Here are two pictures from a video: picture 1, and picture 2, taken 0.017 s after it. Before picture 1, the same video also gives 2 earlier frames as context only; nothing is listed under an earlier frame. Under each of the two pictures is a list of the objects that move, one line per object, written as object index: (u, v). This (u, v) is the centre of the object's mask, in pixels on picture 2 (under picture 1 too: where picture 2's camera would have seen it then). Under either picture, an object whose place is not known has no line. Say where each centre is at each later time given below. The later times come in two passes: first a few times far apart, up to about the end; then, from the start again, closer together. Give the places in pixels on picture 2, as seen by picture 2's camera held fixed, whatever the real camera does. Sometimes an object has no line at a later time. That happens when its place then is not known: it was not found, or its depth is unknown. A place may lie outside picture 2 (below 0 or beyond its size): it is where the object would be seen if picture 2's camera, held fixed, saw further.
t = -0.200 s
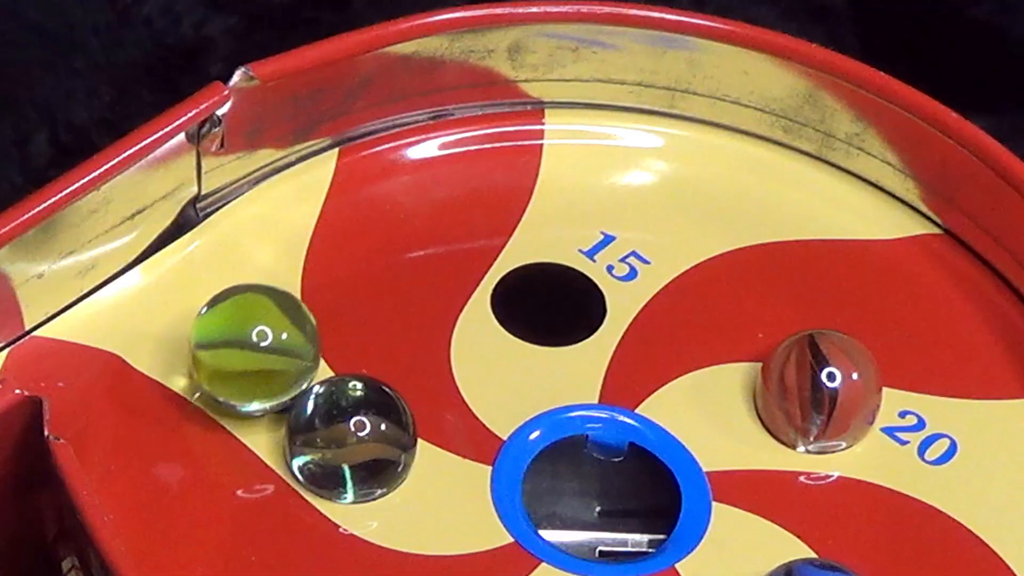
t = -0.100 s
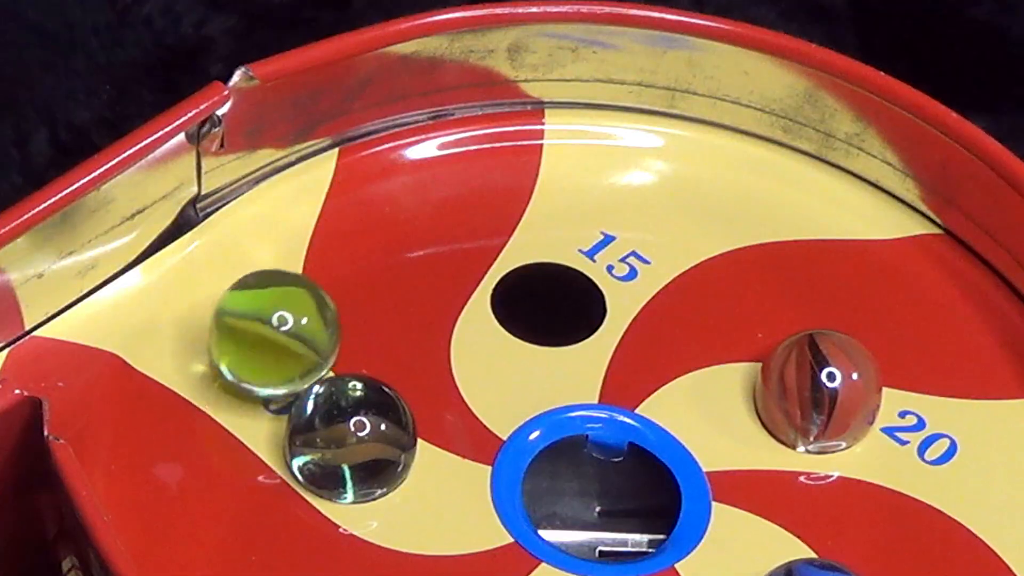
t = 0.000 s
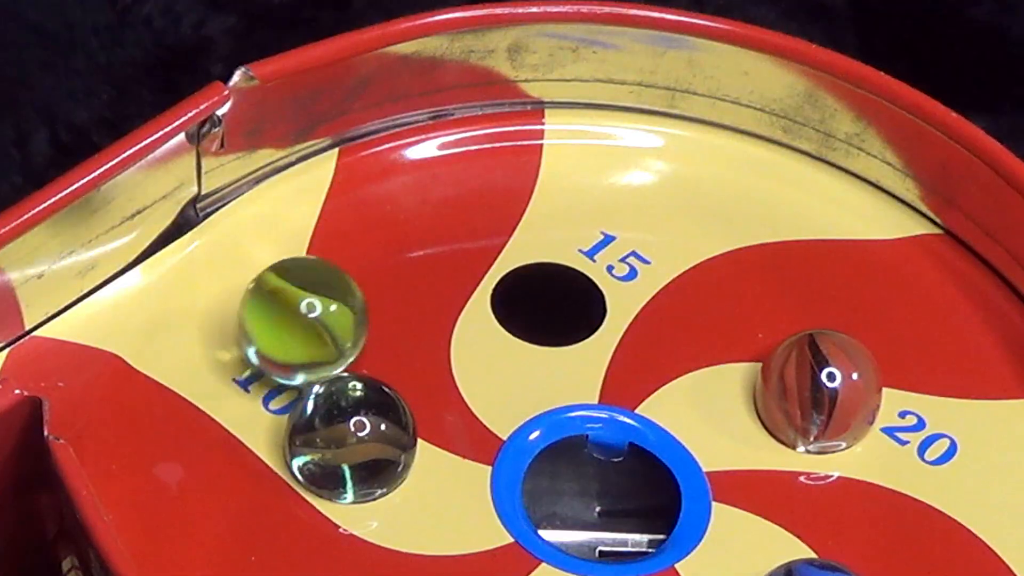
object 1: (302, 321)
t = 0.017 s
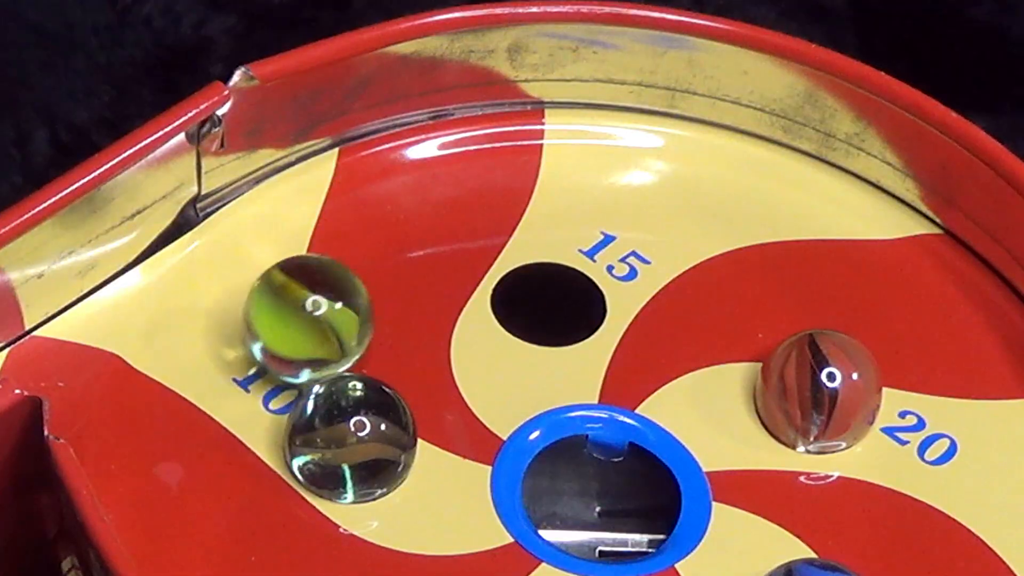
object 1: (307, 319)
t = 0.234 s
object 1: (388, 289)
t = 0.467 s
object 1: (440, 263)
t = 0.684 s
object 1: (464, 235)
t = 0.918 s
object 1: (462, 242)
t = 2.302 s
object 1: (550, 288)
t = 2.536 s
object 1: (550, 288)
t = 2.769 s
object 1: (550, 288)
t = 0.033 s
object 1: (312, 317)
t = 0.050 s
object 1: (318, 315)
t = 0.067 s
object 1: (324, 314)
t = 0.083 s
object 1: (330, 312)
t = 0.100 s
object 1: (336, 310)
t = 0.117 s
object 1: (343, 308)
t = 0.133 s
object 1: (350, 305)
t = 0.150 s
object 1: (356, 303)
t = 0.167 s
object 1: (363, 300)
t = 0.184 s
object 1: (368, 297)
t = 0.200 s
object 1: (375, 295)
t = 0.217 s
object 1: (381, 292)
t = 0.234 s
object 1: (388, 289)
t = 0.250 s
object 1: (393, 286)
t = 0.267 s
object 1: (398, 284)
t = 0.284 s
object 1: (403, 282)
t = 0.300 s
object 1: (408, 280)
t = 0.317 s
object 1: (413, 278)
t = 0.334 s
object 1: (417, 276)
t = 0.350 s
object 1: (421, 274)
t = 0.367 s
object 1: (425, 272)
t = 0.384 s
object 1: (428, 271)
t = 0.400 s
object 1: (431, 269)
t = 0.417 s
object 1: (433, 268)
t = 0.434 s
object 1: (435, 267)
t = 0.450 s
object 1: (438, 265)
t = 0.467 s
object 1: (440, 263)
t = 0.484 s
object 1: (442, 261)
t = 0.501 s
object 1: (444, 259)
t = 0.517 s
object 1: (446, 257)
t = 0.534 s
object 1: (449, 255)
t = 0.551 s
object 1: (451, 253)
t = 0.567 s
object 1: (453, 251)
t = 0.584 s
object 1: (455, 249)
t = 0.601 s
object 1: (457, 246)
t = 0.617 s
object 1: (459, 244)
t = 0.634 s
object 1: (460, 242)
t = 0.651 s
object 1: (461, 240)
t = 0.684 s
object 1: (464, 235)
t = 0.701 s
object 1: (465, 234)
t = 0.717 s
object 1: (466, 232)
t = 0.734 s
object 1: (468, 231)
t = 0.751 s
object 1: (469, 230)
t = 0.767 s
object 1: (469, 230)
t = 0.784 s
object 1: (469, 230)
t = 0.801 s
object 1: (469, 230)
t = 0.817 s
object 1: (469, 232)
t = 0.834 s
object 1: (468, 233)
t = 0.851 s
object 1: (468, 234)
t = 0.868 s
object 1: (467, 236)
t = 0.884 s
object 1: (465, 238)
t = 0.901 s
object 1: (464, 240)
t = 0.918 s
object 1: (462, 242)
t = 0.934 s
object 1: (461, 244)
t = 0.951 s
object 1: (459, 246)
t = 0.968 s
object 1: (457, 248)
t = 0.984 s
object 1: (455, 251)
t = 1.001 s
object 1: (453, 253)
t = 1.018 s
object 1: (452, 255)
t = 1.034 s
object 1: (450, 257)
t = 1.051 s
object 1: (449, 259)
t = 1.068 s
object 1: (447, 261)
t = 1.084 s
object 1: (445, 263)
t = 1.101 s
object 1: (443, 264)
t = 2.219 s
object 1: (550, 288)
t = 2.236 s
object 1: (550, 288)
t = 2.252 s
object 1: (550, 288)
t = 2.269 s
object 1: (550, 288)
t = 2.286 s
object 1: (550, 288)
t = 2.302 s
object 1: (550, 288)
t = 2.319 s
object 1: (550, 288)
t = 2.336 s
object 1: (550, 288)
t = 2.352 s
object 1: (550, 288)
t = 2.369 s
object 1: (550, 288)
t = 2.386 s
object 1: (550, 288)
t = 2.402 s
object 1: (550, 288)
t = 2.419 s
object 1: (550, 288)
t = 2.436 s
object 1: (550, 288)
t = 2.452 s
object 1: (550, 288)
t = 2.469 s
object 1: (550, 288)
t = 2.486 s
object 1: (550, 288)
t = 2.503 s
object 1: (550, 288)
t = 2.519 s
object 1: (550, 288)
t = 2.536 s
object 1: (550, 288)
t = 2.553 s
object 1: (550, 288)
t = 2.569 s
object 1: (550, 288)
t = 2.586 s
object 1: (550, 288)
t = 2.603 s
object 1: (550, 288)
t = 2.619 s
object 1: (550, 288)
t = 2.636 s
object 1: (550, 288)
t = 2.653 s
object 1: (550, 288)
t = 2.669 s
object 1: (550, 288)
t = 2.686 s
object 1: (550, 288)
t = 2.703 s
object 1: (550, 288)
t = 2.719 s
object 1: (550, 288)
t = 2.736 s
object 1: (550, 288)
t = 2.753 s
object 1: (550, 288)
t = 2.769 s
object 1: (550, 288)
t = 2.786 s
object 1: (550, 288)
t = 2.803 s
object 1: (550, 288)
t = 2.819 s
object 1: (550, 288)
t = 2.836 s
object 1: (550, 288)
